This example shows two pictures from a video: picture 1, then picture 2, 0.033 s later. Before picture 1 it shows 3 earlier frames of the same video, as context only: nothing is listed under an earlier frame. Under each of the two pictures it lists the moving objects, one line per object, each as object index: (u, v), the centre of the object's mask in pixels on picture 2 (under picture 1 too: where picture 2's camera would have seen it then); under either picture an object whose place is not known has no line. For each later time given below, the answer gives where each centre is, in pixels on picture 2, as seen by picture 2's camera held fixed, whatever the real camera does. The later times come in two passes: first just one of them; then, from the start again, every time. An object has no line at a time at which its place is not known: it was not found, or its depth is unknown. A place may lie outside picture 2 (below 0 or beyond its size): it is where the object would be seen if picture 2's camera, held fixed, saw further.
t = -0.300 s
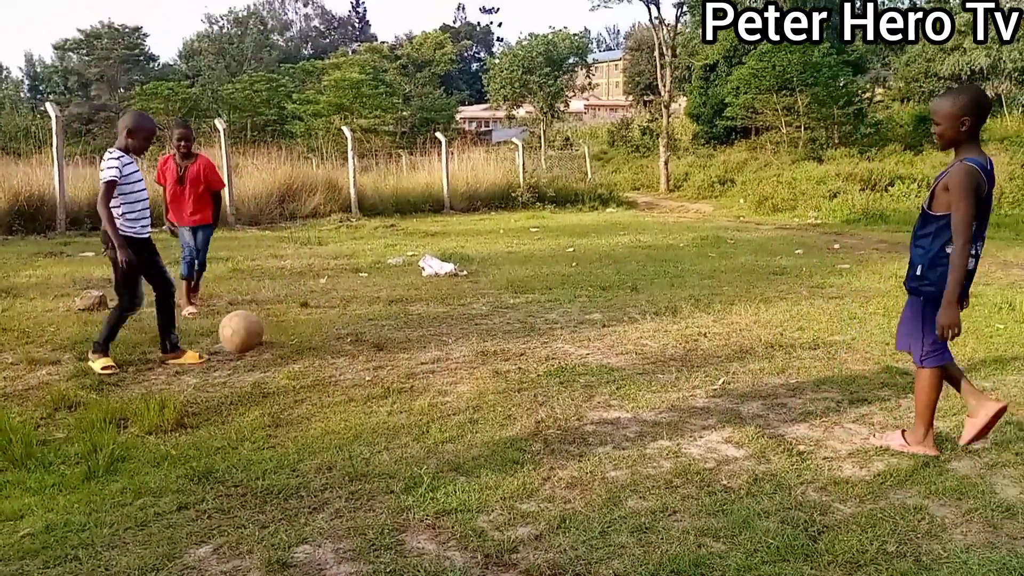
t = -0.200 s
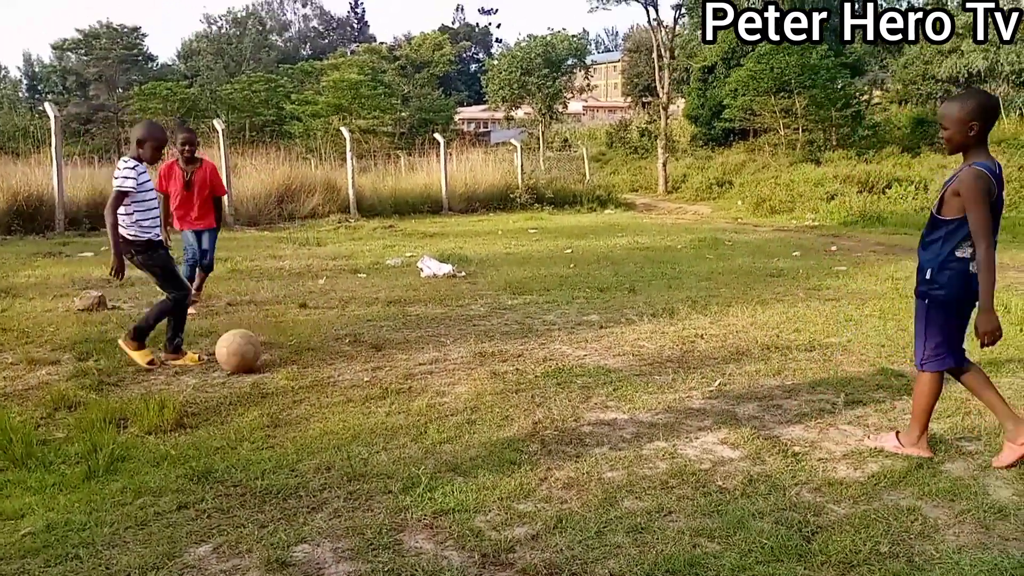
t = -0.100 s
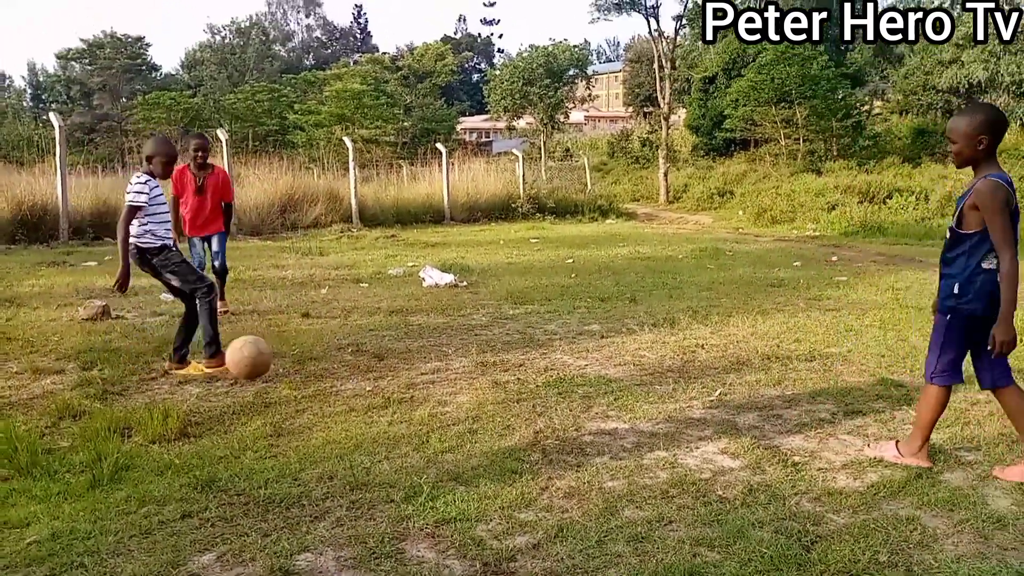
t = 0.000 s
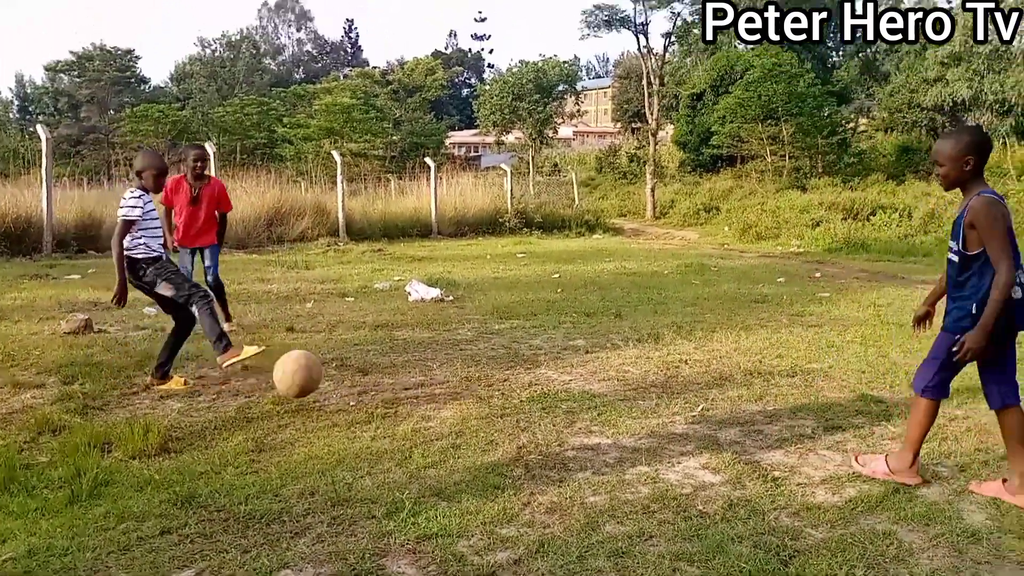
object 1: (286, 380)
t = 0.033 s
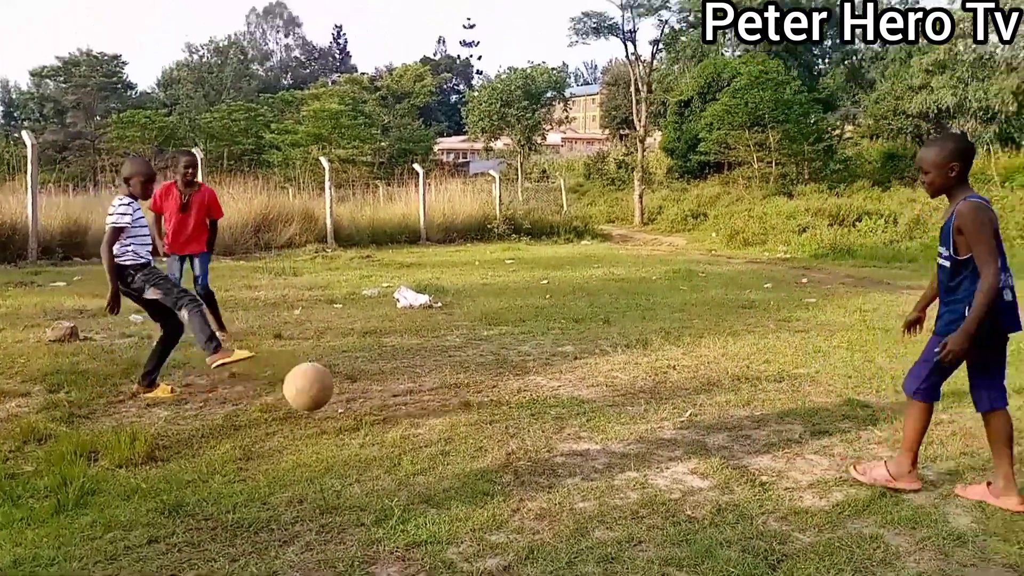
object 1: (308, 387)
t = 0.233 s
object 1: (439, 422)
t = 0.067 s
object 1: (333, 395)
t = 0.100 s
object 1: (358, 406)
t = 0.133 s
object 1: (385, 421)
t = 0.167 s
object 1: (409, 428)
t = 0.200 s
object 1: (424, 424)
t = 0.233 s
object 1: (439, 422)
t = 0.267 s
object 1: (456, 423)
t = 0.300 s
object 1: (472, 427)
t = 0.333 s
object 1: (489, 433)
